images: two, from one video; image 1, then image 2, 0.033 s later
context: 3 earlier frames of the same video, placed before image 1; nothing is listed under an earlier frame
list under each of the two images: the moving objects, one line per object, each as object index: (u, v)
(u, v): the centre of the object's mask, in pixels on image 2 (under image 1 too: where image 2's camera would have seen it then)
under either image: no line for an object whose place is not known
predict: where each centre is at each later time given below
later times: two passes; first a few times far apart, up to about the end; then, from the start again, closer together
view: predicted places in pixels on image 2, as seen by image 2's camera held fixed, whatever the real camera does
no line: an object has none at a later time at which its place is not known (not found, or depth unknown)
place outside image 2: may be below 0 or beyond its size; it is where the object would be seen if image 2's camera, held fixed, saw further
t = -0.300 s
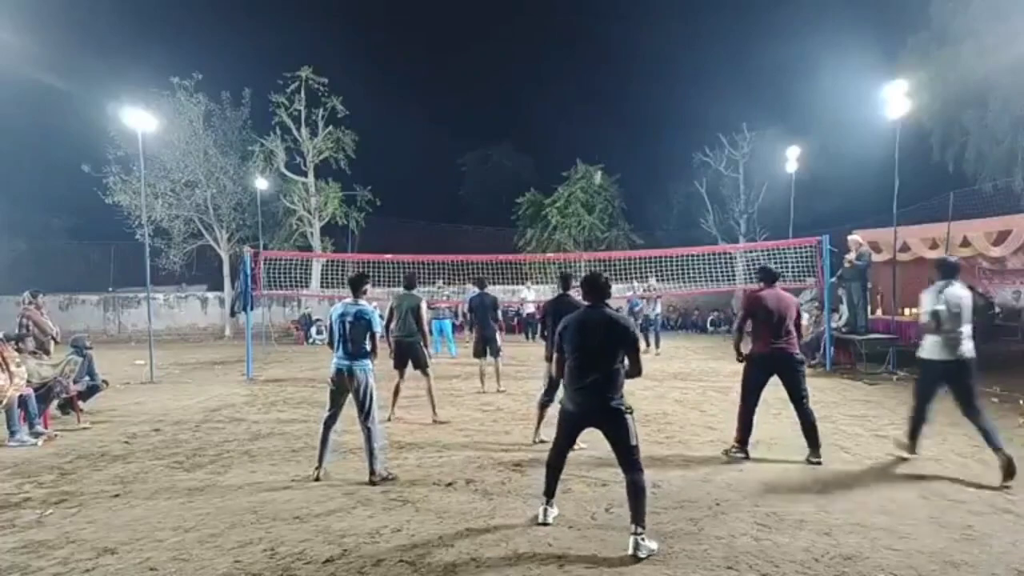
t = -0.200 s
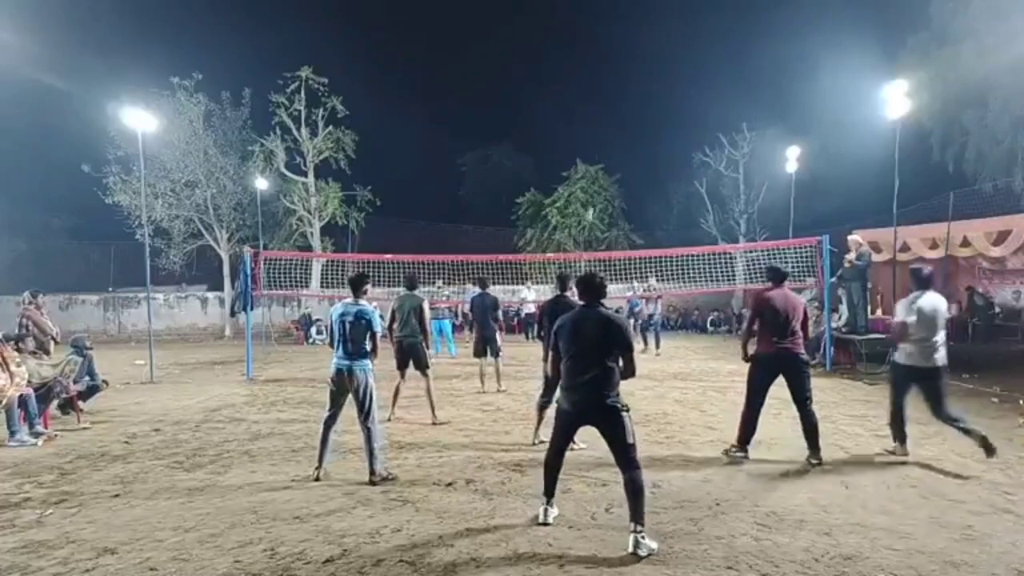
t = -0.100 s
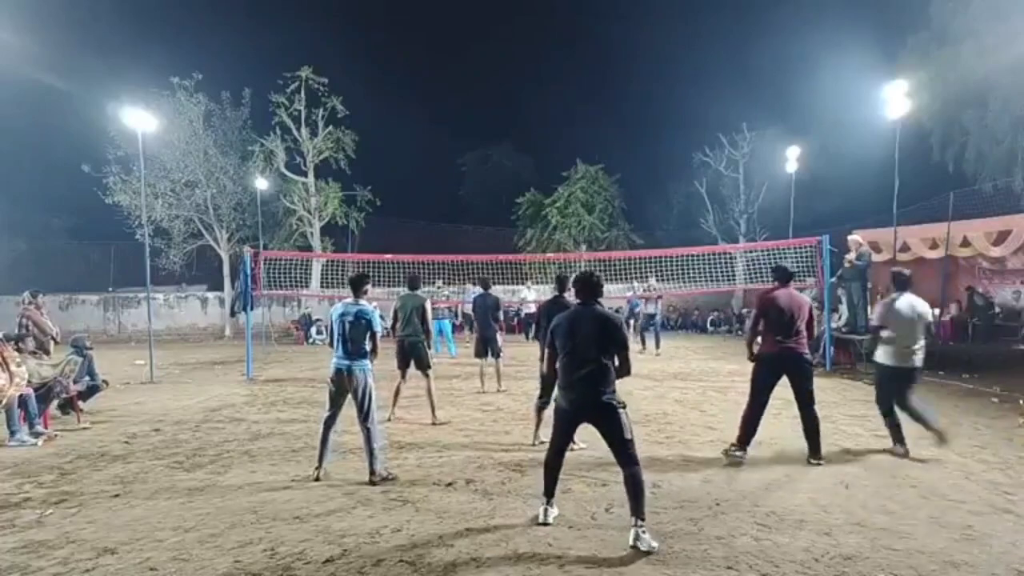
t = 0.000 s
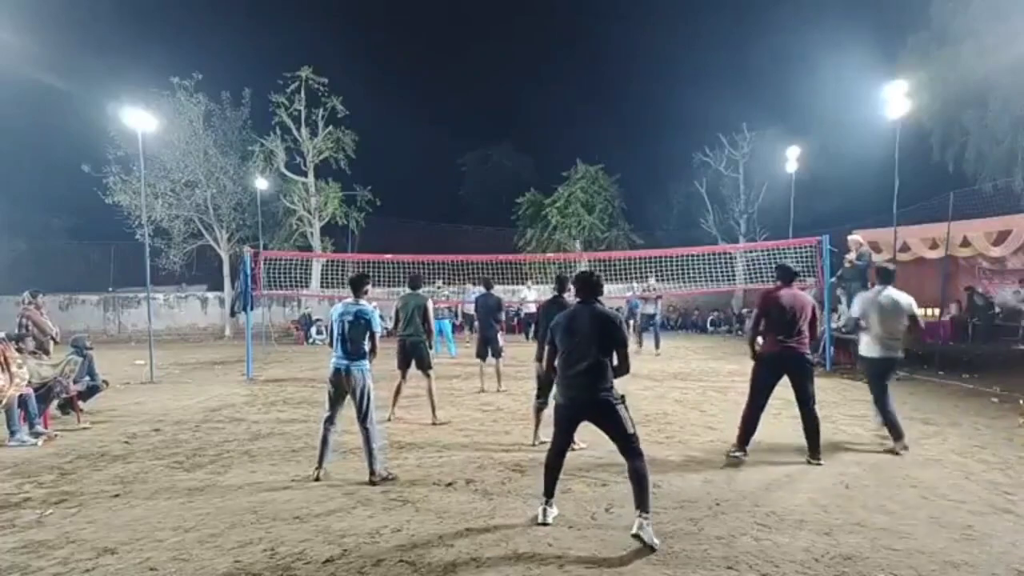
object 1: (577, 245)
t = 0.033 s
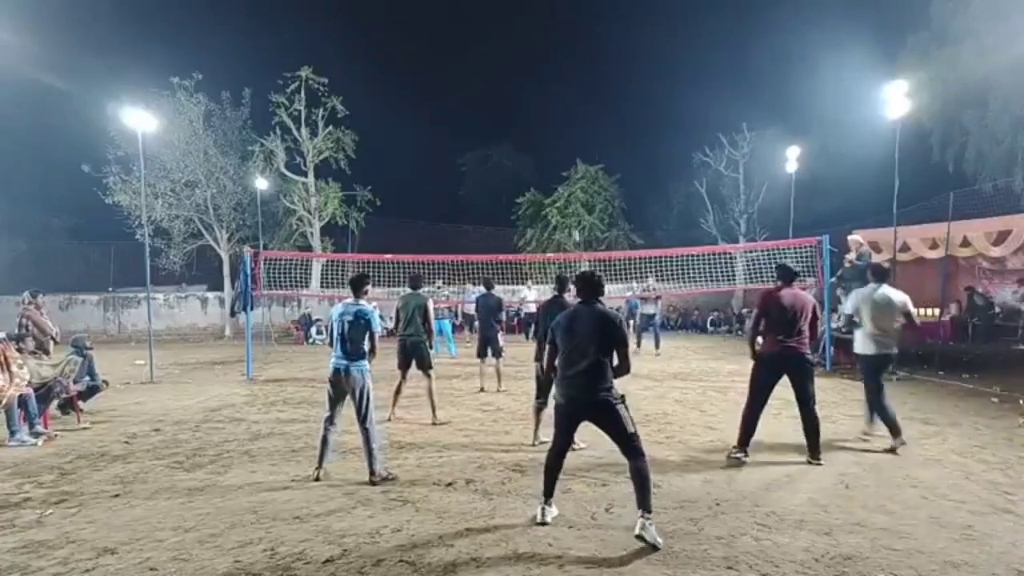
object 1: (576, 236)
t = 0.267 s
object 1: (560, 170)
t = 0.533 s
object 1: (537, 113)
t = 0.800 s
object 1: (505, 82)
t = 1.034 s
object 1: (467, 86)
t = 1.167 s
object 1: (441, 109)
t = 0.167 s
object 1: (567, 196)
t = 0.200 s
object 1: (564, 188)
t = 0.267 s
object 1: (560, 170)
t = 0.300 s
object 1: (558, 163)
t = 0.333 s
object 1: (555, 154)
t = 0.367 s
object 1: (552, 147)
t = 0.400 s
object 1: (550, 140)
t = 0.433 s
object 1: (547, 132)
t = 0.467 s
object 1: (543, 125)
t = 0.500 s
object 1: (540, 120)
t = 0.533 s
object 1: (537, 113)
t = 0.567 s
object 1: (534, 108)
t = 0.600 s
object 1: (530, 103)
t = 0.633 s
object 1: (526, 98)
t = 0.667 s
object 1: (522, 94)
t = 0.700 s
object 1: (518, 90)
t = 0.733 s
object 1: (514, 87)
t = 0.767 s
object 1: (509, 84)
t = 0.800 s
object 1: (505, 82)
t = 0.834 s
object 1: (500, 80)
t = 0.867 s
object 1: (495, 79)
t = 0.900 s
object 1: (490, 79)
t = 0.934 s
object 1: (485, 79)
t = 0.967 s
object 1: (479, 81)
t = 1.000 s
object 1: (474, 84)
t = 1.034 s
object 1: (467, 86)
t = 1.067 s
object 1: (460, 91)
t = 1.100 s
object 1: (455, 96)
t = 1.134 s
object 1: (447, 102)
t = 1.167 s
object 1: (441, 109)
